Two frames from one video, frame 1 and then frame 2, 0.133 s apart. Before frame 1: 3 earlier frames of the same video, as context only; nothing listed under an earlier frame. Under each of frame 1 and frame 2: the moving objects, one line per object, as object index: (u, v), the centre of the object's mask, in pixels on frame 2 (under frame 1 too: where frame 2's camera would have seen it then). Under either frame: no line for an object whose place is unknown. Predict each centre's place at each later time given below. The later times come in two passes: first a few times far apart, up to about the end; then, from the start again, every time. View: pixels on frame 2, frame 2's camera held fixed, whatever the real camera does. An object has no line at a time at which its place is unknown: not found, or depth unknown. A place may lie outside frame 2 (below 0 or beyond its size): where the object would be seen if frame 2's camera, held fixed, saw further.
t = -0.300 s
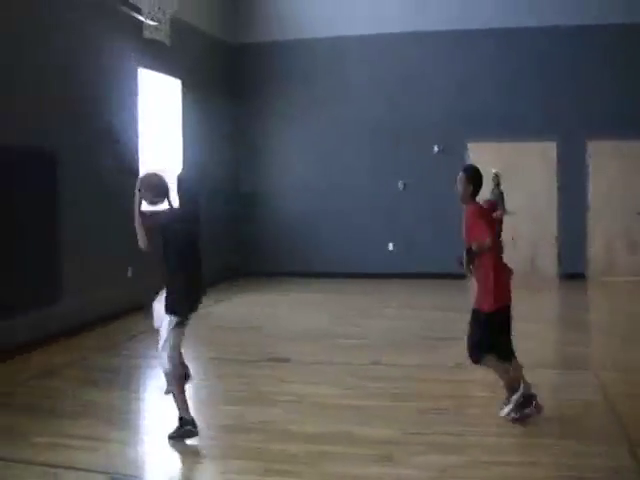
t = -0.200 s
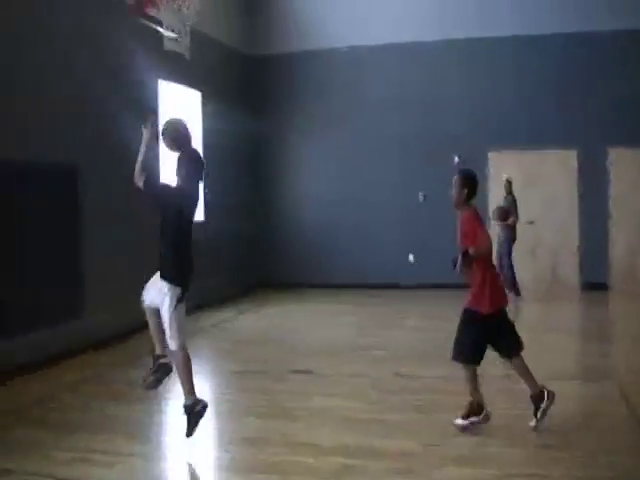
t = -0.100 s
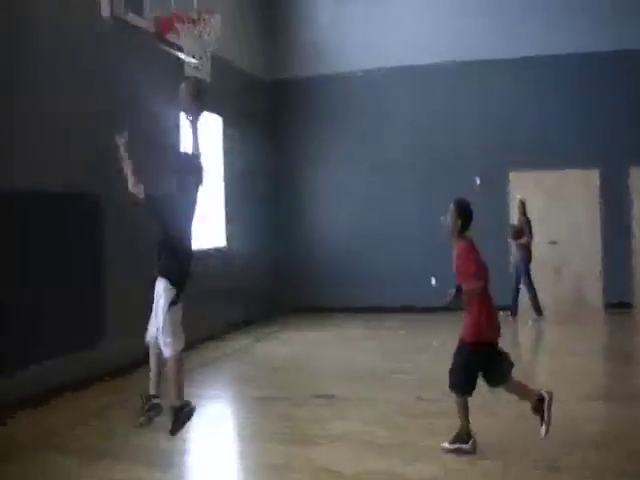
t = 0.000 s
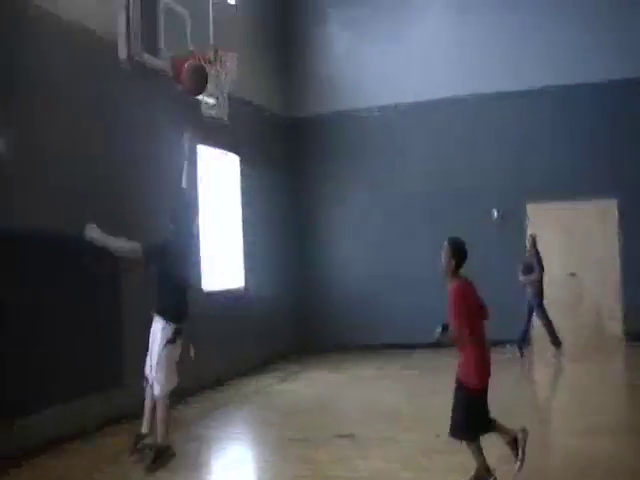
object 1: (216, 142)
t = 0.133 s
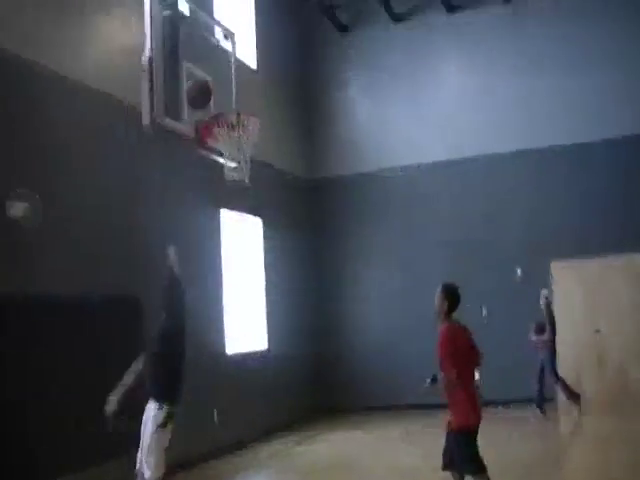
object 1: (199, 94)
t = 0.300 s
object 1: (216, 82)
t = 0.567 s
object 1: (246, 106)
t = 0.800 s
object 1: (235, 134)
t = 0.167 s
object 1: (195, 85)
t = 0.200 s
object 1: (196, 81)
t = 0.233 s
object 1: (204, 79)
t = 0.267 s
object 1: (210, 80)
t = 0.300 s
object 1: (216, 82)
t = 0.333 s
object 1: (224, 84)
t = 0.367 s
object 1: (231, 88)
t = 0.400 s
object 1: (239, 96)
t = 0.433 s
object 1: (248, 101)
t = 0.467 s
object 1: (248, 102)
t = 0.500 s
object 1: (247, 101)
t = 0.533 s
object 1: (247, 102)
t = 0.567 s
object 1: (246, 106)
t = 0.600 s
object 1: (246, 110)
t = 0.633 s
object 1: (245, 113)
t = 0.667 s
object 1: (244, 115)
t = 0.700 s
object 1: (240, 118)
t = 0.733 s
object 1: (239, 123)
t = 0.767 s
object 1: (236, 127)
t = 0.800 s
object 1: (235, 134)
